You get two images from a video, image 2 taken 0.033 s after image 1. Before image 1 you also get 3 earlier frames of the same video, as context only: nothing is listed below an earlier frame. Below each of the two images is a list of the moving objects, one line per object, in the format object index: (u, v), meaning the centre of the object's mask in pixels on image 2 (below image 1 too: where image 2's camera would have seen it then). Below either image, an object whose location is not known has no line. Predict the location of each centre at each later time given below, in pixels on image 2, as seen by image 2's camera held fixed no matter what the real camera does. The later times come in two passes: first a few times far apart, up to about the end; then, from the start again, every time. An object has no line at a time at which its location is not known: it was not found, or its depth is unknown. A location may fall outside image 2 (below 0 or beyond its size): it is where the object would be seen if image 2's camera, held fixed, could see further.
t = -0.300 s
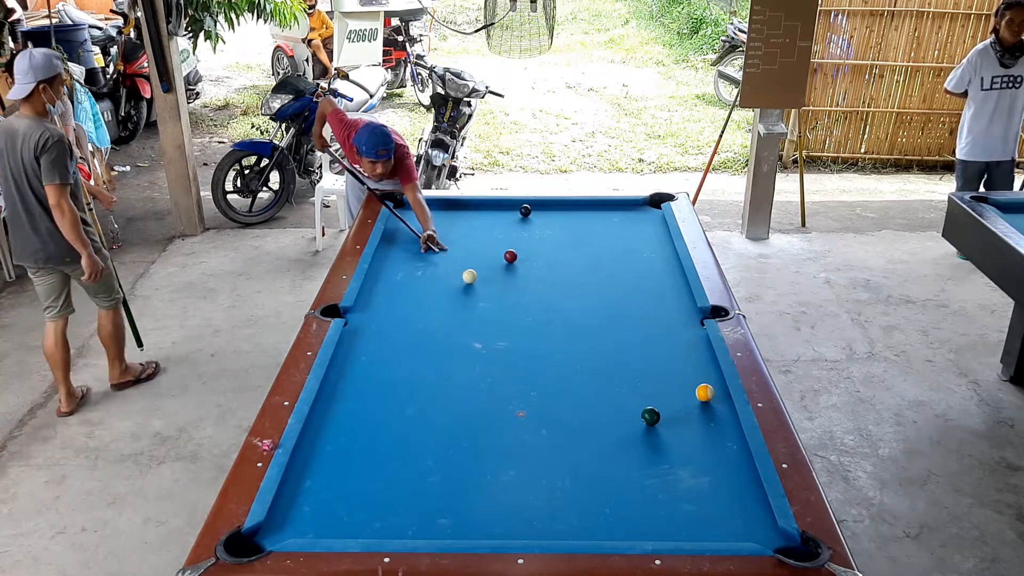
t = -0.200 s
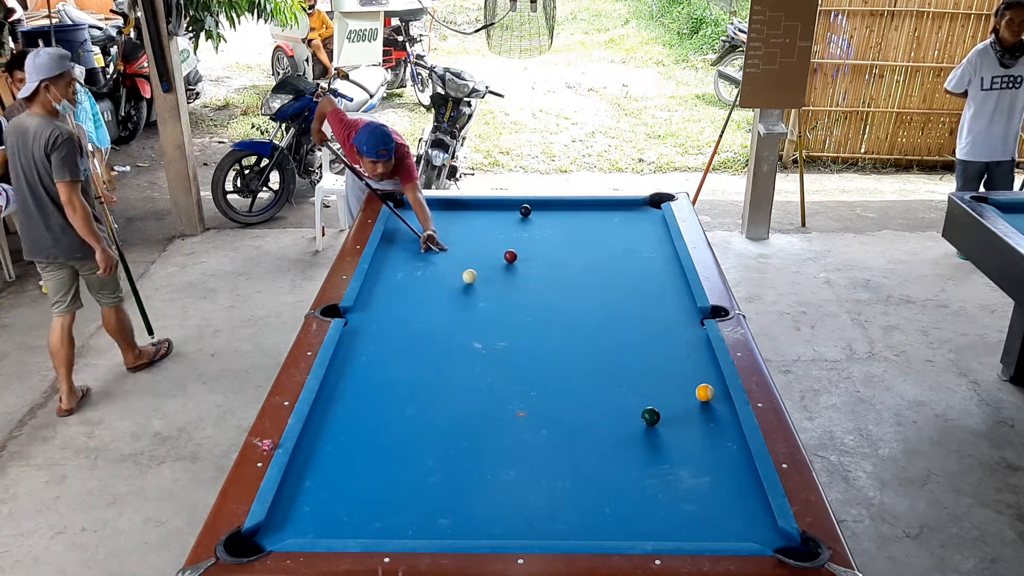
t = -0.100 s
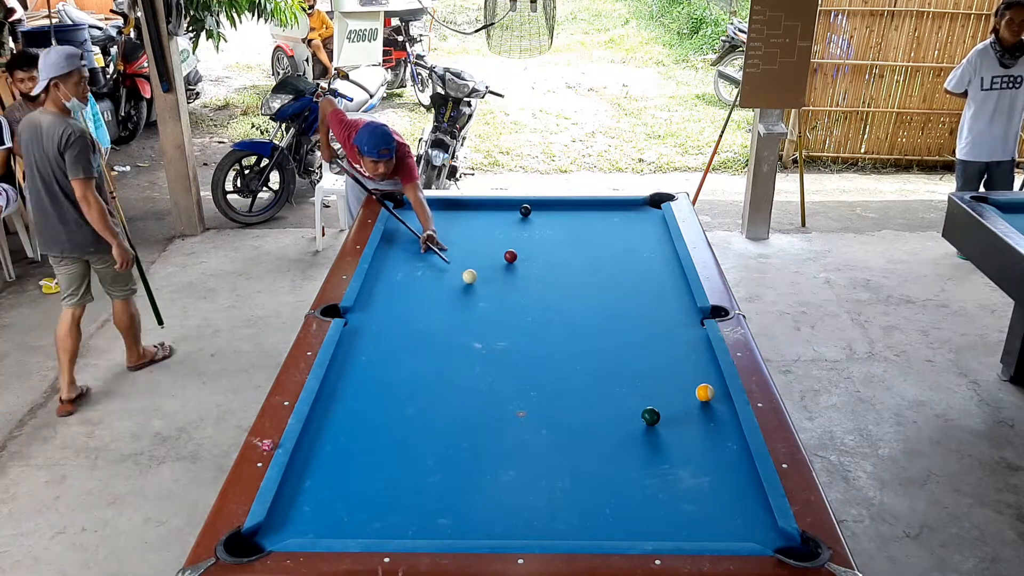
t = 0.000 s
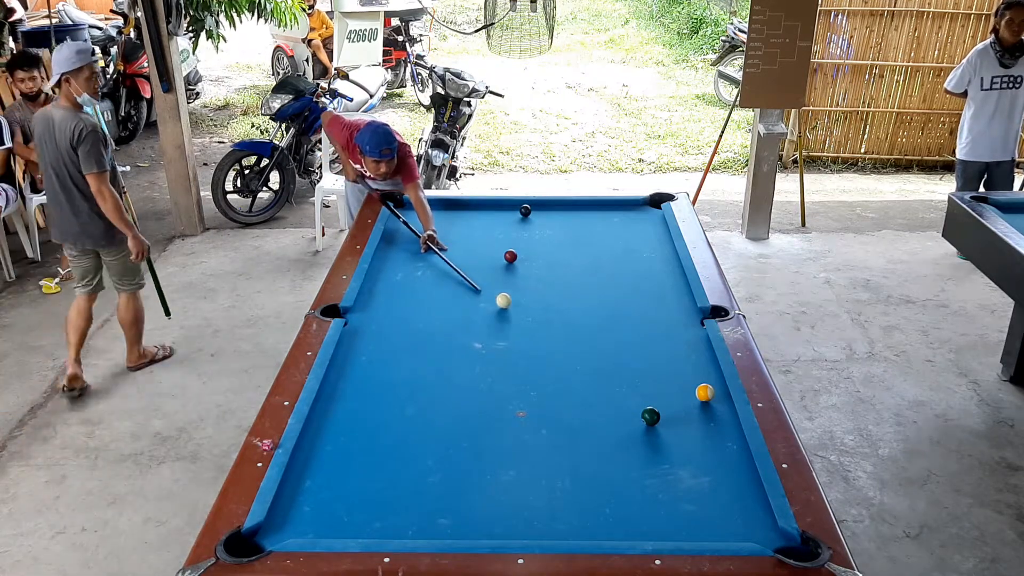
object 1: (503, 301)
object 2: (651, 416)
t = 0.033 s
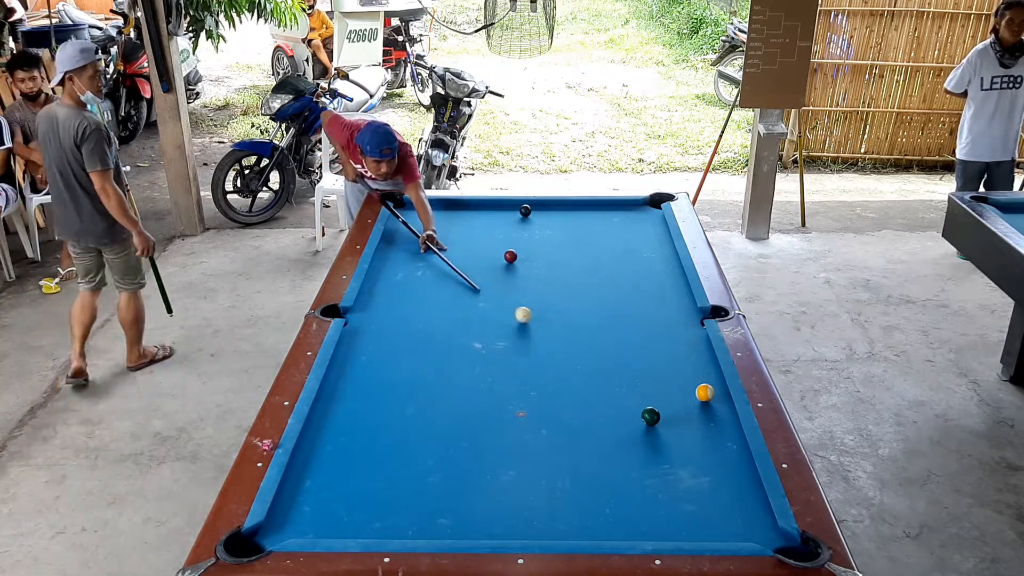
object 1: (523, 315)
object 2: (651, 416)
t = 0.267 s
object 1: (681, 409)
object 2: (653, 440)
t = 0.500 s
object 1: (683, 417)
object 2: (662, 522)
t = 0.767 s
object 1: (612, 426)
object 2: (656, 455)
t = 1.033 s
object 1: (541, 435)
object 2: (652, 403)
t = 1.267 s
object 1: (480, 442)
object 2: (648, 365)
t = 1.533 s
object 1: (409, 451)
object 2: (645, 329)
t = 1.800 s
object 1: (339, 460)
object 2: (643, 298)
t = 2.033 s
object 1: (306, 466)
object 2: (641, 275)
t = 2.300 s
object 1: (339, 470)
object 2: (640, 252)
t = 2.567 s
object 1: (370, 473)
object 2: (639, 232)
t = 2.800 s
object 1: (397, 475)
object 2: (638, 216)
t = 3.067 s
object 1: (426, 477)
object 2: (638, 204)
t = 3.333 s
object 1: (454, 479)
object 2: (642, 212)
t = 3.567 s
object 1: (477, 480)
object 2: (645, 219)
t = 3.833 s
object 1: (502, 481)
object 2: (650, 227)
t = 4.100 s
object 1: (526, 482)
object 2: (654, 234)
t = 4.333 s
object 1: (546, 483)
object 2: (657, 241)
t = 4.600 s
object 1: (567, 483)
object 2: (662, 248)
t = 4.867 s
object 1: (587, 483)
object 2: (666, 255)
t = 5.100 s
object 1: (602, 483)
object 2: (670, 260)
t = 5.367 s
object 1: (619, 483)
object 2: (675, 266)
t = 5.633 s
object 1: (633, 482)
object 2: (676, 271)
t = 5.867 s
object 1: (644, 481)
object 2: (675, 275)
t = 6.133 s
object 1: (655, 481)
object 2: (675, 279)
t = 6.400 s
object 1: (664, 480)
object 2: (675, 282)
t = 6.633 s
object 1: (670, 479)
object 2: (674, 285)
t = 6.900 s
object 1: (676, 479)
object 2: (674, 287)
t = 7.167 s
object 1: (680, 478)
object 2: (674, 290)
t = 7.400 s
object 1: (682, 477)
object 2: (674, 291)
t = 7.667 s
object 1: (682, 477)
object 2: (674, 292)
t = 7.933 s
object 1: (682, 477)
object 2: (674, 293)
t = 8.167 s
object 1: (682, 477)
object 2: (674, 293)
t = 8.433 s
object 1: (682, 477)
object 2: (673, 293)
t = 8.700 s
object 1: (682, 477)
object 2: (673, 293)
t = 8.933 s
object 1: (682, 477)
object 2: (673, 293)
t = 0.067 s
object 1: (543, 329)
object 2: (651, 416)
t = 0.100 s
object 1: (565, 345)
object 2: (651, 416)
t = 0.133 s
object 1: (587, 361)
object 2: (651, 416)
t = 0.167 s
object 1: (610, 377)
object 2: (651, 416)
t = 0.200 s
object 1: (635, 395)
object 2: (651, 416)
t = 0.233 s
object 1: (658, 406)
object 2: (651, 423)
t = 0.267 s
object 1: (681, 409)
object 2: (653, 440)
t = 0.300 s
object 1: (703, 410)
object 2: (655, 458)
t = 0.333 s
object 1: (723, 411)
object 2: (657, 476)
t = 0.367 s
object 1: (721, 413)
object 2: (659, 495)
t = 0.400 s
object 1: (711, 414)
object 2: (662, 514)
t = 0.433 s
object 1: (701, 415)
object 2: (664, 532)
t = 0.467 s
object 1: (692, 416)
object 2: (664, 532)
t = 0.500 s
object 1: (683, 417)
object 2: (662, 522)
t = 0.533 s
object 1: (674, 418)
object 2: (662, 511)
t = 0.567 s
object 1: (665, 419)
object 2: (661, 502)
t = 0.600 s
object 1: (657, 421)
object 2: (660, 493)
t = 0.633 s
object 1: (648, 422)
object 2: (659, 485)
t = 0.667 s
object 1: (639, 423)
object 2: (658, 477)
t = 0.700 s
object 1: (630, 424)
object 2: (657, 469)
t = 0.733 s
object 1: (621, 425)
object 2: (657, 462)
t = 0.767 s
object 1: (612, 426)
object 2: (656, 455)
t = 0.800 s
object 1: (603, 427)
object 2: (655, 447)
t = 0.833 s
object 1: (594, 428)
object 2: (655, 441)
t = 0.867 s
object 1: (585, 429)
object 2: (654, 434)
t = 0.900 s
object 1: (577, 430)
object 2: (654, 427)
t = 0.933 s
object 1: (568, 431)
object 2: (653, 421)
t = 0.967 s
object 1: (559, 432)
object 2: (652, 415)
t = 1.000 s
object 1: (550, 433)
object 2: (652, 409)
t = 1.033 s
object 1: (541, 435)
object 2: (652, 403)
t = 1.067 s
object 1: (533, 436)
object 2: (651, 397)
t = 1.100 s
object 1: (524, 437)
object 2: (650, 392)
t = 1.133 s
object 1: (515, 438)
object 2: (650, 386)
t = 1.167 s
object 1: (506, 439)
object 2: (650, 381)
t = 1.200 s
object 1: (497, 440)
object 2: (649, 375)
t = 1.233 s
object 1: (488, 441)
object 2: (649, 370)
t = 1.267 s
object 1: (480, 442)
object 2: (648, 365)
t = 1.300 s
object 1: (471, 443)
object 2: (648, 360)
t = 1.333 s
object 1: (462, 444)
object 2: (647, 355)
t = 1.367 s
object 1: (453, 445)
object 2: (647, 351)
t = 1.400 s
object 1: (444, 447)
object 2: (647, 346)
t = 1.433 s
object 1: (436, 448)
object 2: (646, 342)
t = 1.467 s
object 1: (427, 449)
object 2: (646, 337)
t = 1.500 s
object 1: (418, 450)
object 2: (645, 333)
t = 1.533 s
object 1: (409, 451)
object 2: (645, 329)
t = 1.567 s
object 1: (400, 452)
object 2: (645, 325)
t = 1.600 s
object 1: (392, 453)
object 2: (645, 321)
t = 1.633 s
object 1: (383, 454)
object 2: (644, 317)
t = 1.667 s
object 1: (374, 456)
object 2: (644, 313)
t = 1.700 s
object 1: (365, 457)
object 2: (644, 309)
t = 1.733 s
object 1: (356, 458)
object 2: (643, 305)
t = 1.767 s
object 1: (348, 459)
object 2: (643, 302)
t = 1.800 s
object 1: (339, 460)
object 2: (643, 298)
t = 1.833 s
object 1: (330, 461)
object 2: (643, 295)
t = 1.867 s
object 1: (321, 462)
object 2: (642, 291)
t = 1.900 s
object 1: (313, 463)
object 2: (642, 288)
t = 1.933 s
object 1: (304, 464)
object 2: (642, 285)
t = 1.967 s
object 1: (297, 465)
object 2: (642, 282)
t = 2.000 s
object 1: (302, 466)
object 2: (641, 279)
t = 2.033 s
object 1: (306, 466)
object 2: (641, 275)
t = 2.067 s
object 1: (310, 467)
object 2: (641, 272)
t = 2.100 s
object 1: (314, 467)
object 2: (641, 269)
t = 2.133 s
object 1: (319, 468)
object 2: (641, 266)
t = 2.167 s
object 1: (323, 468)
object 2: (640, 263)
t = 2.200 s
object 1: (327, 469)
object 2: (640, 260)
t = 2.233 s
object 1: (331, 469)
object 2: (640, 258)
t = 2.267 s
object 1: (335, 469)
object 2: (640, 255)
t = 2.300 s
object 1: (339, 470)
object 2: (640, 252)
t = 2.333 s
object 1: (343, 470)
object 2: (640, 250)
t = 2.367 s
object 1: (347, 471)
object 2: (640, 247)
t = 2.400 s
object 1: (351, 471)
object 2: (639, 245)
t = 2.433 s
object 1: (355, 471)
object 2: (639, 242)
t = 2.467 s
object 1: (359, 472)
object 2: (639, 239)
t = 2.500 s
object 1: (363, 472)
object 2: (639, 237)
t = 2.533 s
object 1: (367, 472)
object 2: (639, 234)
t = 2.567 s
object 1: (370, 473)
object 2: (639, 232)
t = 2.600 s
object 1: (374, 473)
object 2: (638, 230)
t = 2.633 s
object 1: (378, 473)
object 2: (638, 228)
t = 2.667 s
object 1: (382, 474)
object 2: (638, 225)
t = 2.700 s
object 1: (386, 474)
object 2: (638, 223)
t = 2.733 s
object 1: (390, 474)
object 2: (638, 221)
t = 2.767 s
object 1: (393, 475)
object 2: (638, 219)
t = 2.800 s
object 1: (397, 475)
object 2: (638, 216)
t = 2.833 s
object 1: (401, 475)
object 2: (638, 214)
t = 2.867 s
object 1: (405, 475)
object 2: (637, 212)
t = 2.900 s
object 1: (408, 476)
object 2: (637, 210)
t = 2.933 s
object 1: (412, 476)
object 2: (637, 208)
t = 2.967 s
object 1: (416, 476)
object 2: (638, 206)
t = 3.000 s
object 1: (419, 477)
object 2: (638, 204)
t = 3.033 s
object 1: (423, 477)
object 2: (638, 203)
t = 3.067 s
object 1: (426, 477)
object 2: (638, 204)
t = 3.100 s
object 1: (430, 477)
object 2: (638, 205)
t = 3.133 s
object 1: (434, 477)
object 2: (639, 206)
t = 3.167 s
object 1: (437, 478)
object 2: (640, 207)
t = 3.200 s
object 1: (440, 478)
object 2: (640, 208)
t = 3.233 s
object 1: (444, 478)
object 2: (640, 209)
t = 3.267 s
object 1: (447, 478)
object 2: (641, 210)
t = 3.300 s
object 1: (451, 478)
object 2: (641, 211)
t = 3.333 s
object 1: (454, 479)
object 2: (642, 212)
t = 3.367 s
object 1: (457, 479)
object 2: (642, 213)
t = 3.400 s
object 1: (461, 479)
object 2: (643, 214)
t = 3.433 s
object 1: (464, 479)
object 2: (643, 215)
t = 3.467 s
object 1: (467, 479)
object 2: (644, 216)
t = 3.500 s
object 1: (471, 480)
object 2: (644, 217)
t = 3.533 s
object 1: (474, 480)
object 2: (645, 218)
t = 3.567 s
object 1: (477, 480)
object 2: (645, 219)
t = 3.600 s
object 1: (480, 480)
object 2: (646, 220)
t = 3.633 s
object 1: (483, 480)
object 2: (646, 221)
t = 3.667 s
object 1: (487, 480)
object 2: (647, 222)
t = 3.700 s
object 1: (490, 481)
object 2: (647, 223)
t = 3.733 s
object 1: (493, 481)
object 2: (648, 224)
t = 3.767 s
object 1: (496, 481)
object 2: (648, 225)
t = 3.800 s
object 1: (499, 481)
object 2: (649, 226)
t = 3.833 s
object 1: (502, 481)
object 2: (650, 227)
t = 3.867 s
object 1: (505, 481)
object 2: (650, 228)
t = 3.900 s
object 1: (508, 481)
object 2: (651, 229)
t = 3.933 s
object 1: (511, 481)
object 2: (651, 229)
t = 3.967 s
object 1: (514, 482)
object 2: (652, 230)
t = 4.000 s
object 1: (517, 482)
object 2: (652, 232)
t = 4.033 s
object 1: (520, 482)
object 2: (653, 232)
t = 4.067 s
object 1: (523, 482)
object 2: (653, 233)
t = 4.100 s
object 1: (526, 482)
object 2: (654, 234)
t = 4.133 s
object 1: (529, 482)
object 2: (654, 235)
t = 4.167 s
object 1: (532, 482)
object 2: (655, 236)
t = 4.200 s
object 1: (534, 483)
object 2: (655, 237)
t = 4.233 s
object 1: (537, 483)
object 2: (656, 238)
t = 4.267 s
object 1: (540, 483)
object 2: (656, 239)
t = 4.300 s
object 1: (543, 483)
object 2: (657, 240)
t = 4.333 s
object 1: (546, 483)
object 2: (657, 241)
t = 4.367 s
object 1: (548, 483)
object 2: (658, 241)
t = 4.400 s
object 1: (551, 483)
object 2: (658, 242)
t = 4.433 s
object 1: (554, 483)
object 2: (659, 243)
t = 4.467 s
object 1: (557, 483)
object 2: (659, 244)
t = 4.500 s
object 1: (559, 483)
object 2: (660, 245)
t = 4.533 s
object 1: (562, 483)
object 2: (661, 246)
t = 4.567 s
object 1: (564, 483)
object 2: (661, 247)
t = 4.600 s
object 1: (567, 483)
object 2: (662, 248)
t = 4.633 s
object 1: (569, 483)
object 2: (662, 249)
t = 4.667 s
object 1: (572, 483)
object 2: (663, 249)
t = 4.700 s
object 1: (574, 483)
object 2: (663, 250)
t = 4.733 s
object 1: (577, 483)
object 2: (664, 251)
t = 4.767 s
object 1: (579, 483)
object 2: (664, 252)
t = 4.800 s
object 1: (582, 483)
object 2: (665, 253)
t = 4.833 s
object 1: (584, 483)
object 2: (665, 254)
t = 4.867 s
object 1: (587, 483)
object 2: (666, 255)
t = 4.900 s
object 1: (589, 483)
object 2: (666, 255)
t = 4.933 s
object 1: (591, 483)
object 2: (667, 256)
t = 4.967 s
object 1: (593, 483)
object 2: (668, 257)
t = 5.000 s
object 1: (596, 483)
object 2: (668, 258)
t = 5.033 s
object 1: (598, 483)
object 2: (669, 259)
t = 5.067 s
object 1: (600, 483)
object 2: (669, 259)
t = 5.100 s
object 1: (602, 483)
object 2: (670, 260)
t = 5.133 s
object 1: (604, 483)
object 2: (670, 261)
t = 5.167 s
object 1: (607, 483)
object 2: (671, 262)
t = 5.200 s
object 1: (609, 483)
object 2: (672, 263)
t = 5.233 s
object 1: (611, 483)
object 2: (672, 263)
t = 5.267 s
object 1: (613, 483)
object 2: (673, 264)
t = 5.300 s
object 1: (615, 483)
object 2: (674, 265)
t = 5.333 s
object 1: (617, 483)
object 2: (674, 265)
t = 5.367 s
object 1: (619, 483)
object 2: (675, 266)
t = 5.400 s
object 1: (620, 483)
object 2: (675, 267)
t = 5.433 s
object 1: (622, 483)
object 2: (675, 267)
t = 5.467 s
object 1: (624, 483)
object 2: (675, 268)
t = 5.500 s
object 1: (626, 483)
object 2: (675, 269)
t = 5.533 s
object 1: (628, 483)
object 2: (675, 269)
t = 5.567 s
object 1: (630, 482)
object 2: (676, 270)
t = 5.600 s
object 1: (631, 482)
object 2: (676, 270)
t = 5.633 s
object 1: (633, 482)
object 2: (676, 271)
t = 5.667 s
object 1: (634, 482)
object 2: (676, 272)
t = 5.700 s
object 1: (636, 482)
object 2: (675, 272)
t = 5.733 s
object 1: (638, 482)
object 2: (675, 273)
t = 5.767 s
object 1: (639, 482)
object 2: (676, 273)
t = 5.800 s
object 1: (641, 482)
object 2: (676, 274)
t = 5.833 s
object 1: (642, 482)
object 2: (675, 274)
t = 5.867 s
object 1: (644, 481)
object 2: (675, 275)
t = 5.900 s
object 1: (645, 481)
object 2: (675, 275)
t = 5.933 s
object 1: (647, 481)
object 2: (675, 276)
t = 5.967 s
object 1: (648, 481)
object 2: (675, 276)
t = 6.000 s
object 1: (650, 481)
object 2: (675, 277)
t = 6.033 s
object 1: (651, 481)
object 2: (675, 277)
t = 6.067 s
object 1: (652, 481)
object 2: (675, 278)
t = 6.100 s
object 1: (653, 481)
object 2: (675, 278)
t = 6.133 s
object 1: (655, 481)
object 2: (675, 279)
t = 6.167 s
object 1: (656, 481)
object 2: (675, 279)
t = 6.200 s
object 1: (657, 481)
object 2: (675, 280)
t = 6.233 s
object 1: (658, 480)
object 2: (675, 280)
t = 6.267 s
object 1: (659, 480)
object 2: (675, 281)
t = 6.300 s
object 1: (661, 480)
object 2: (675, 281)
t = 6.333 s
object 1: (662, 480)
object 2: (675, 281)
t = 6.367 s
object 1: (663, 480)
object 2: (675, 282)
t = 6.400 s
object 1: (664, 480)
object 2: (675, 282)
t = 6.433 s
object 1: (665, 480)
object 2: (674, 282)
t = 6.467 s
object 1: (666, 480)
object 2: (674, 283)
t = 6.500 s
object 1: (667, 480)
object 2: (674, 283)
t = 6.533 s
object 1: (668, 480)
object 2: (674, 284)
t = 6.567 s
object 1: (669, 479)
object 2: (674, 284)
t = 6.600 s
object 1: (669, 479)
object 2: (674, 285)
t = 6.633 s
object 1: (670, 479)
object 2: (674, 285)
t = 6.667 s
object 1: (671, 479)
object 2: (674, 285)
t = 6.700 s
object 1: (672, 479)
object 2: (674, 286)
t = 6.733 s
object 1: (672, 479)
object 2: (674, 286)
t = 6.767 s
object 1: (673, 479)
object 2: (674, 286)
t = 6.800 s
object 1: (674, 479)
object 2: (674, 287)
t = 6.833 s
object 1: (674, 479)
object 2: (675, 287)
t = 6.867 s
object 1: (675, 479)
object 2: (674, 287)
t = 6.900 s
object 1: (676, 479)
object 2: (674, 287)
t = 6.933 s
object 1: (676, 478)
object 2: (674, 288)
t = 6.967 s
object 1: (677, 478)
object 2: (675, 288)
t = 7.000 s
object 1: (677, 478)
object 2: (674, 288)
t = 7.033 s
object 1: (678, 478)
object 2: (674, 288)
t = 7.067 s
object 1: (678, 478)
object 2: (674, 289)
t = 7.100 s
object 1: (679, 478)
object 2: (674, 289)
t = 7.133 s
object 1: (679, 478)
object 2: (674, 289)
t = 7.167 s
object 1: (680, 478)
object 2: (674, 290)
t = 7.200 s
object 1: (680, 478)
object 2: (674, 290)
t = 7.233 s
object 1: (680, 477)
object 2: (674, 290)
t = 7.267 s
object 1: (680, 477)
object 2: (674, 290)
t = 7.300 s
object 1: (681, 478)
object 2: (674, 291)
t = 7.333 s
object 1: (681, 477)
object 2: (674, 291)
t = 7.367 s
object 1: (681, 477)
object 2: (674, 291)
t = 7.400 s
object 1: (682, 477)
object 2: (674, 291)
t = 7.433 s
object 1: (682, 477)
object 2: (674, 291)
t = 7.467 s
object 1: (682, 477)
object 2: (674, 291)
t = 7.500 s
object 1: (682, 477)
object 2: (674, 292)
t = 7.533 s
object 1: (682, 477)
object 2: (674, 292)
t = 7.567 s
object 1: (682, 477)
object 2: (674, 292)
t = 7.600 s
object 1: (682, 477)
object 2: (674, 292)
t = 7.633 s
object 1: (682, 477)
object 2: (674, 292)
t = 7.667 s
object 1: (682, 477)
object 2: (674, 292)
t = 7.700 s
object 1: (682, 477)
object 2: (674, 292)
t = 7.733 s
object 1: (682, 477)
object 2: (674, 292)
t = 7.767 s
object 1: (682, 477)
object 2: (674, 293)
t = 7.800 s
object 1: (682, 477)
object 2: (674, 293)
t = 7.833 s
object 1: (682, 477)
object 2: (674, 293)
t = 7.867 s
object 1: (682, 477)
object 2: (674, 293)
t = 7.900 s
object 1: (682, 477)
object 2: (674, 293)
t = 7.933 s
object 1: (682, 477)
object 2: (674, 293)
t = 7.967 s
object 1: (682, 477)
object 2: (674, 293)
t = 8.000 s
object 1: (682, 477)
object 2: (674, 293)
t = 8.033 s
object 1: (682, 477)
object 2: (674, 293)
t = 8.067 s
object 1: (682, 477)
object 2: (674, 293)
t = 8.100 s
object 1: (682, 477)
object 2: (674, 293)
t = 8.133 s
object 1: (682, 477)
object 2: (674, 293)
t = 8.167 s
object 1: (682, 477)
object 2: (674, 293)
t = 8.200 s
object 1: (682, 477)
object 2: (674, 293)
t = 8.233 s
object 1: (682, 477)
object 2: (674, 293)
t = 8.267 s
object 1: (682, 477)
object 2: (674, 293)
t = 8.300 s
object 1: (682, 477)
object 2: (674, 293)
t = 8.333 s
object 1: (682, 477)
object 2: (674, 293)
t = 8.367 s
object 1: (682, 477)
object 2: (674, 293)
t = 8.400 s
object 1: (682, 477)
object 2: (673, 293)
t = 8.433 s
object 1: (682, 477)
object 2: (673, 293)
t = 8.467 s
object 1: (682, 477)
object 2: (673, 293)
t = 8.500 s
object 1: (682, 477)
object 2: (673, 293)
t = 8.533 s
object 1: (682, 477)
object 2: (673, 293)
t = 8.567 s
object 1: (682, 477)
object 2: (673, 293)
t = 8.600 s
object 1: (682, 477)
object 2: (673, 293)
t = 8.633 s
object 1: (682, 477)
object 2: (674, 293)
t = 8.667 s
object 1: (682, 477)
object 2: (673, 293)
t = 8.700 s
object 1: (682, 477)
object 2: (673, 293)
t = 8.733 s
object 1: (682, 477)
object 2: (673, 293)
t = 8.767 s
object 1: (682, 477)
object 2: (673, 293)
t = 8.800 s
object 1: (682, 477)
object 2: (673, 293)
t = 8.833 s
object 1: (682, 477)
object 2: (673, 293)
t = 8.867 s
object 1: (682, 477)
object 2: (673, 293)
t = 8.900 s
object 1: (682, 477)
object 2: (674, 293)
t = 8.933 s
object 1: (682, 477)
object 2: (673, 293)
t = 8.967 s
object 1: (682, 477)
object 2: (673, 293)
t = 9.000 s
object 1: (682, 477)
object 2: (674, 293)
